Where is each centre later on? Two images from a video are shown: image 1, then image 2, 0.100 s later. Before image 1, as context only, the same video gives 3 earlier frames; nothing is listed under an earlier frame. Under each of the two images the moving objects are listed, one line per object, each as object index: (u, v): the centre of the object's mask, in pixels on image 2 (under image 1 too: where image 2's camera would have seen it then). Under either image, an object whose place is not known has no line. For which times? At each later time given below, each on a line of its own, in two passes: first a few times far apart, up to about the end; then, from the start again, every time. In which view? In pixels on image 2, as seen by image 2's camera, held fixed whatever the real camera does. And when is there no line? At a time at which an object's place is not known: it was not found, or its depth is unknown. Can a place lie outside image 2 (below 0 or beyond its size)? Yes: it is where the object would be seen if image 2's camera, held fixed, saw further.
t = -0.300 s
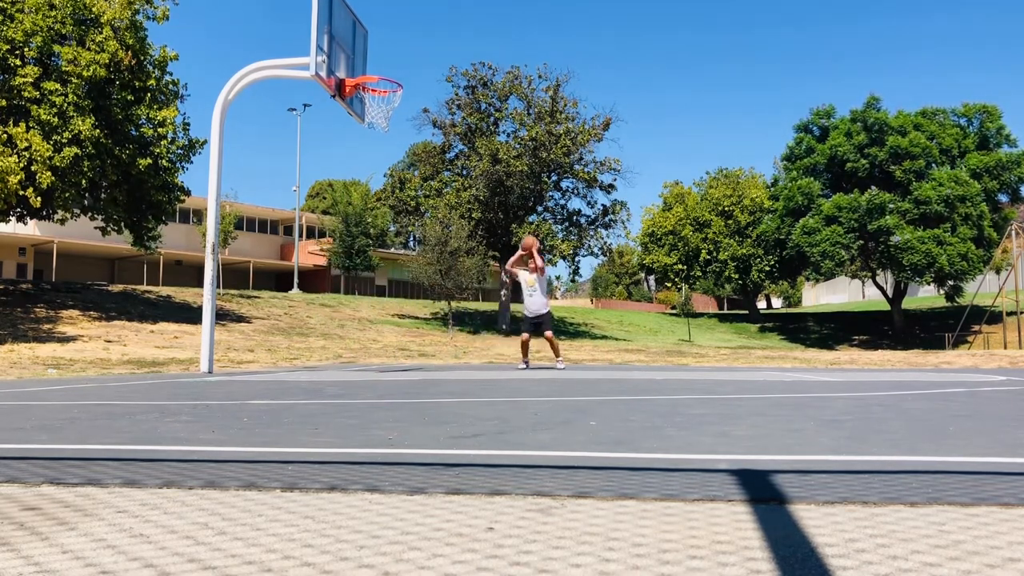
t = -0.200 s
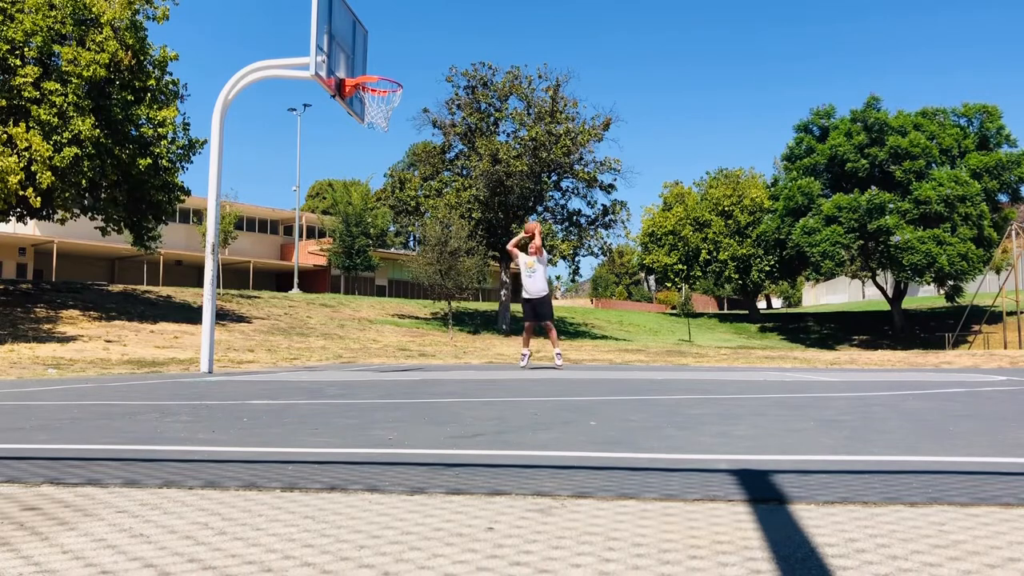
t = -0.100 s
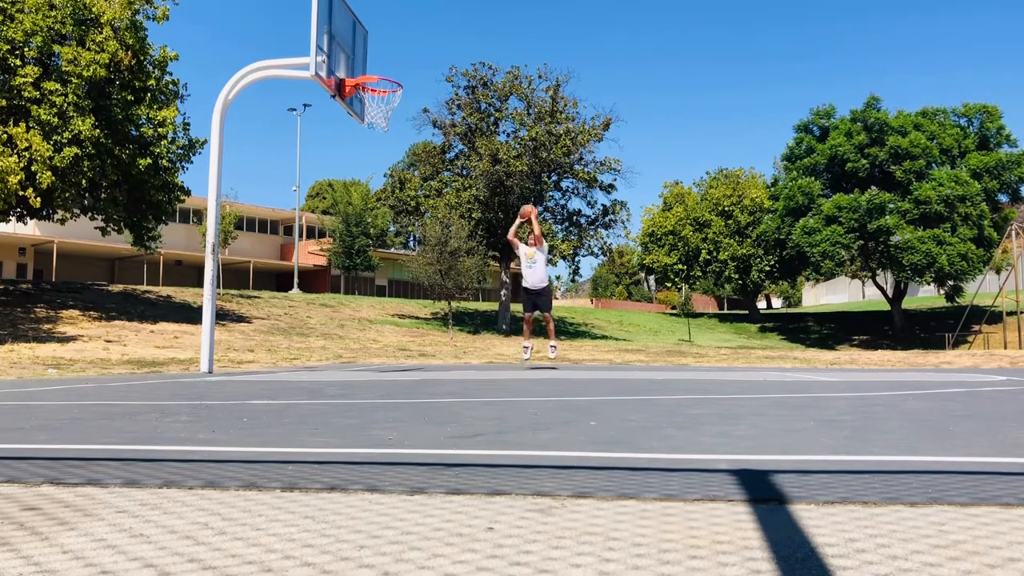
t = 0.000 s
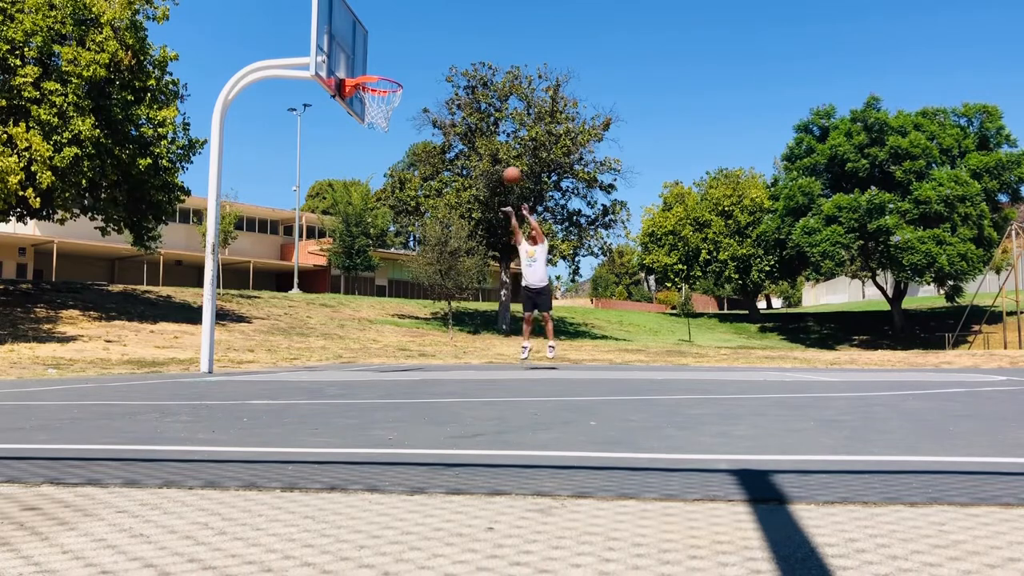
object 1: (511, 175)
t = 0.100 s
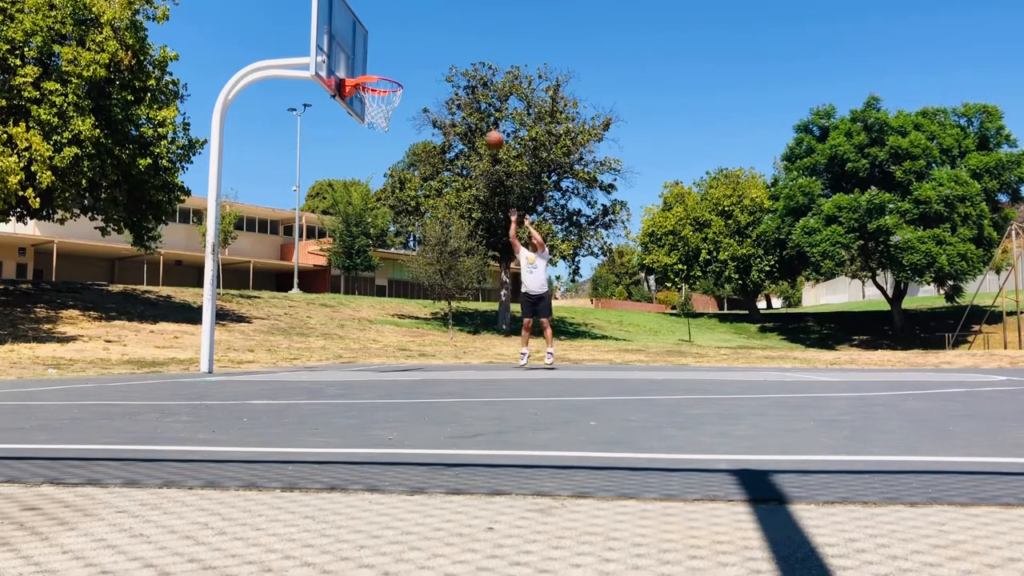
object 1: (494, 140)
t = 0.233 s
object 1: (468, 101)
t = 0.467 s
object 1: (420, 65)
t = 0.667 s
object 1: (371, 68)
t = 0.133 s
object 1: (487, 129)
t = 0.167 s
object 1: (482, 119)
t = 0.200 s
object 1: (475, 110)
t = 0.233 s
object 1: (468, 101)
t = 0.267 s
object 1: (462, 94)
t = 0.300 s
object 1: (455, 87)
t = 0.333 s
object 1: (448, 81)
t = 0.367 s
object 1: (441, 76)
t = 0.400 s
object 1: (434, 72)
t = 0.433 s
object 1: (427, 68)
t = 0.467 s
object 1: (420, 65)
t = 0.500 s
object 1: (412, 63)
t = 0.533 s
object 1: (404, 63)
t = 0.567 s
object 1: (396, 63)
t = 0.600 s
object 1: (388, 65)
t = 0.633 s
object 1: (380, 66)
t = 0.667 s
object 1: (371, 68)
